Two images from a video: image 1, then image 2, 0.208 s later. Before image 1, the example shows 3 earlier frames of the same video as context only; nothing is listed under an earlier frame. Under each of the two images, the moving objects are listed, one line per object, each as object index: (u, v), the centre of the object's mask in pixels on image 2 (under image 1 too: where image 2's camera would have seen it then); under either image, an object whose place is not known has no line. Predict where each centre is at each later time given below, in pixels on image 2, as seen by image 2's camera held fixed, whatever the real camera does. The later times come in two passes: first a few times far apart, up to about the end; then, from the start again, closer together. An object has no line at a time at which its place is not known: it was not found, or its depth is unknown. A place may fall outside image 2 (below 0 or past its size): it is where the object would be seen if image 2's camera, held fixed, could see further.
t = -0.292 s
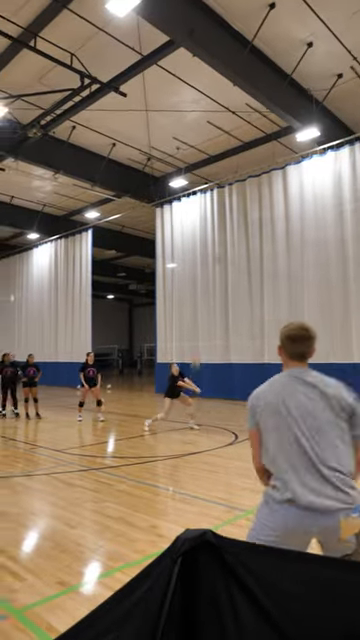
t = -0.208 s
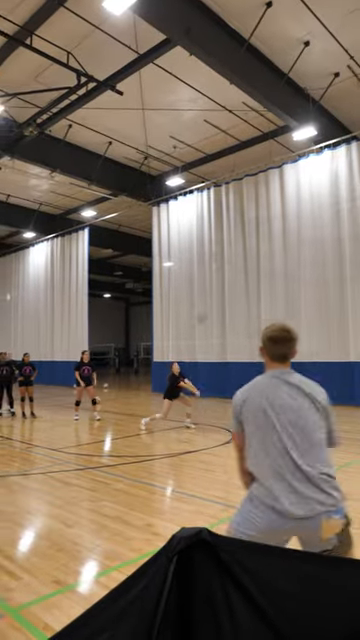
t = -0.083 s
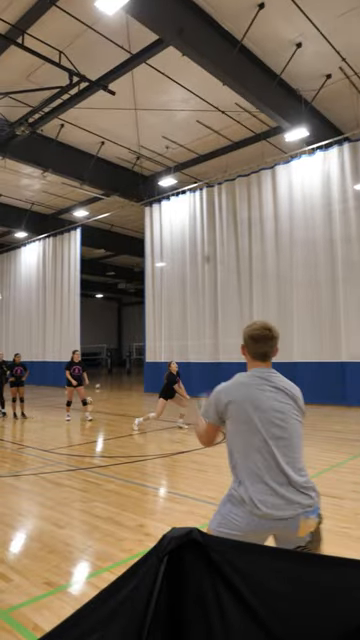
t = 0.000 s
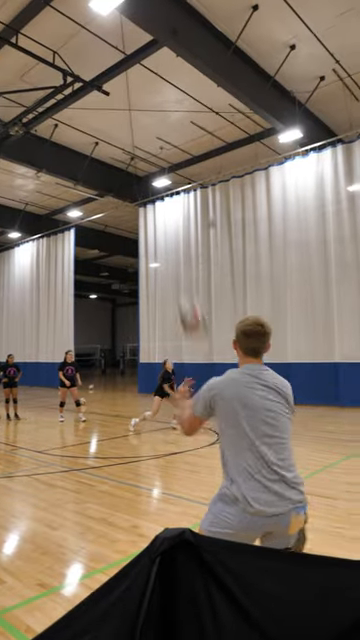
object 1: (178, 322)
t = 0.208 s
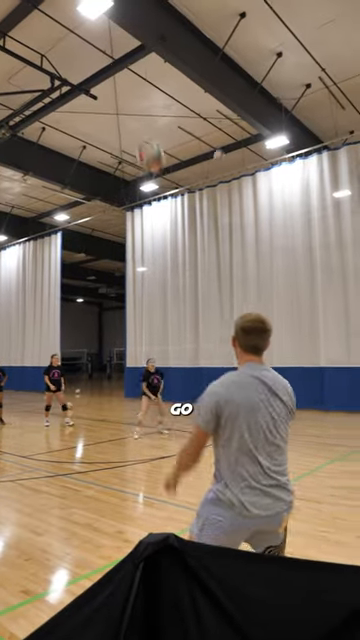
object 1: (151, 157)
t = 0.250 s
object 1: (146, 134)
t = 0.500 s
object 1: (120, 53)
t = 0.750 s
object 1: (100, 51)
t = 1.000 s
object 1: (83, 111)
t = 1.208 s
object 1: (72, 204)
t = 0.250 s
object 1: (146, 134)
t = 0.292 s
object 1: (141, 114)
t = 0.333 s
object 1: (136, 98)
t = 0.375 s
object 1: (132, 82)
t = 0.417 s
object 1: (128, 69)
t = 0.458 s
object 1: (124, 60)
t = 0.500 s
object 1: (120, 53)
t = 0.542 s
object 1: (117, 48)
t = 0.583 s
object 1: (113, 45)
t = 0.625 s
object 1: (110, 43)
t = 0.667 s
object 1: (106, 43)
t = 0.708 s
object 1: (104, 46)
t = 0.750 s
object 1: (100, 51)
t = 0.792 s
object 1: (98, 56)
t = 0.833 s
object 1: (95, 65)
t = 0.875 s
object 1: (92, 74)
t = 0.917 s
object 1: (89, 85)
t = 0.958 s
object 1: (85, 95)
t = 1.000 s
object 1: (83, 111)
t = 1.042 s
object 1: (79, 127)
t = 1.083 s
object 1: (78, 144)
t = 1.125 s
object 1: (76, 163)
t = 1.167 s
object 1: (74, 182)
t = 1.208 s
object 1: (72, 204)
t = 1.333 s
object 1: (66, 281)
